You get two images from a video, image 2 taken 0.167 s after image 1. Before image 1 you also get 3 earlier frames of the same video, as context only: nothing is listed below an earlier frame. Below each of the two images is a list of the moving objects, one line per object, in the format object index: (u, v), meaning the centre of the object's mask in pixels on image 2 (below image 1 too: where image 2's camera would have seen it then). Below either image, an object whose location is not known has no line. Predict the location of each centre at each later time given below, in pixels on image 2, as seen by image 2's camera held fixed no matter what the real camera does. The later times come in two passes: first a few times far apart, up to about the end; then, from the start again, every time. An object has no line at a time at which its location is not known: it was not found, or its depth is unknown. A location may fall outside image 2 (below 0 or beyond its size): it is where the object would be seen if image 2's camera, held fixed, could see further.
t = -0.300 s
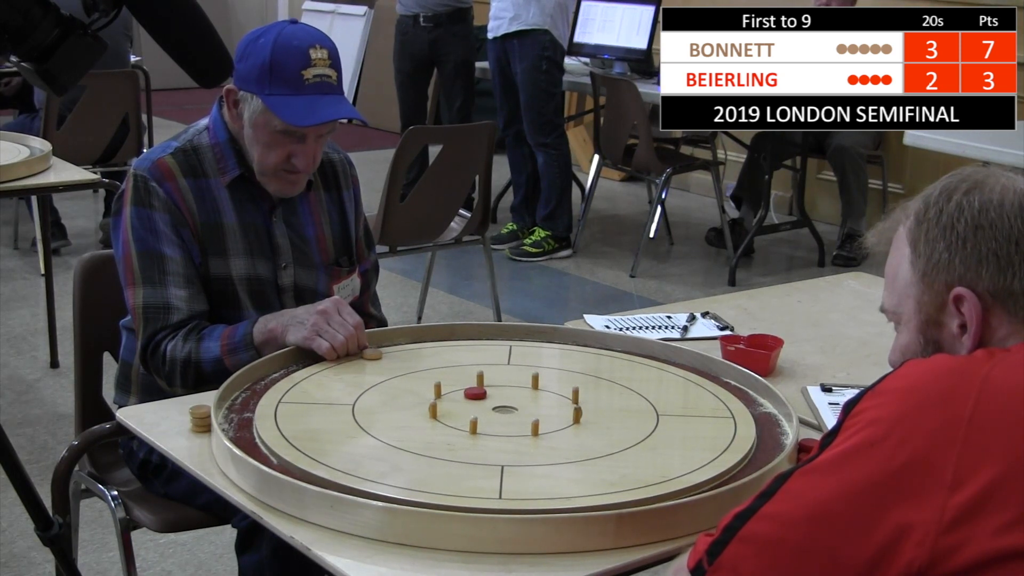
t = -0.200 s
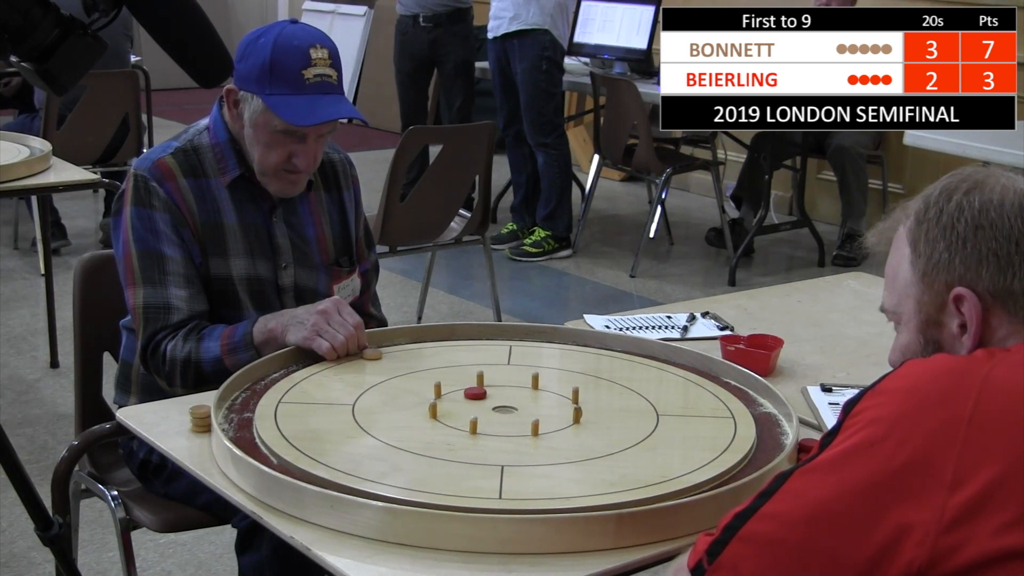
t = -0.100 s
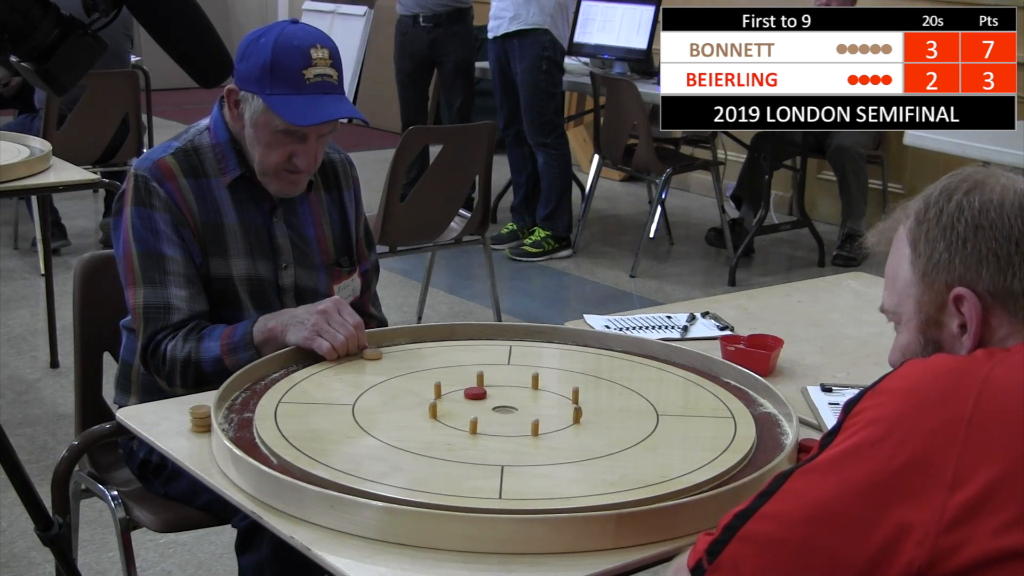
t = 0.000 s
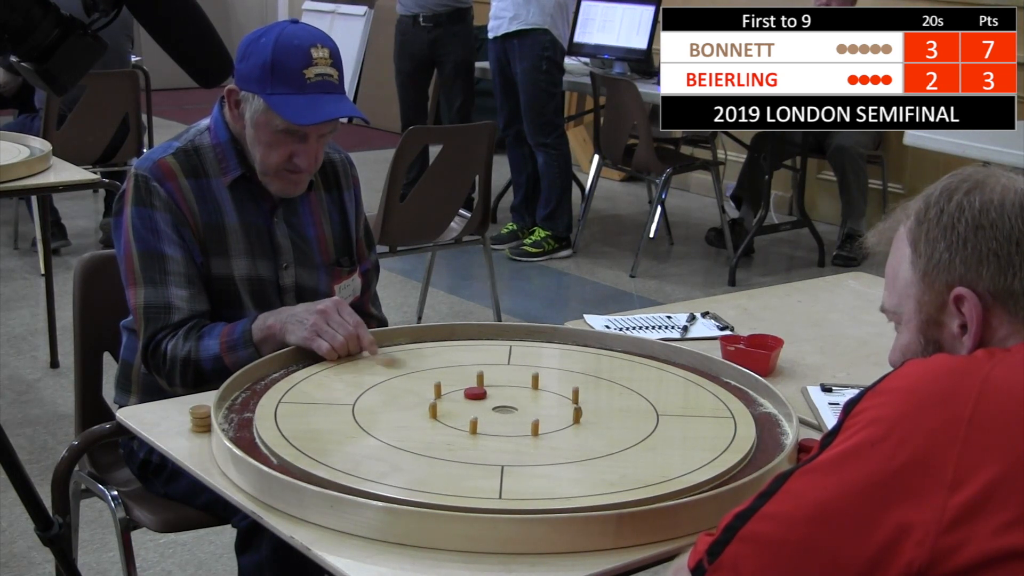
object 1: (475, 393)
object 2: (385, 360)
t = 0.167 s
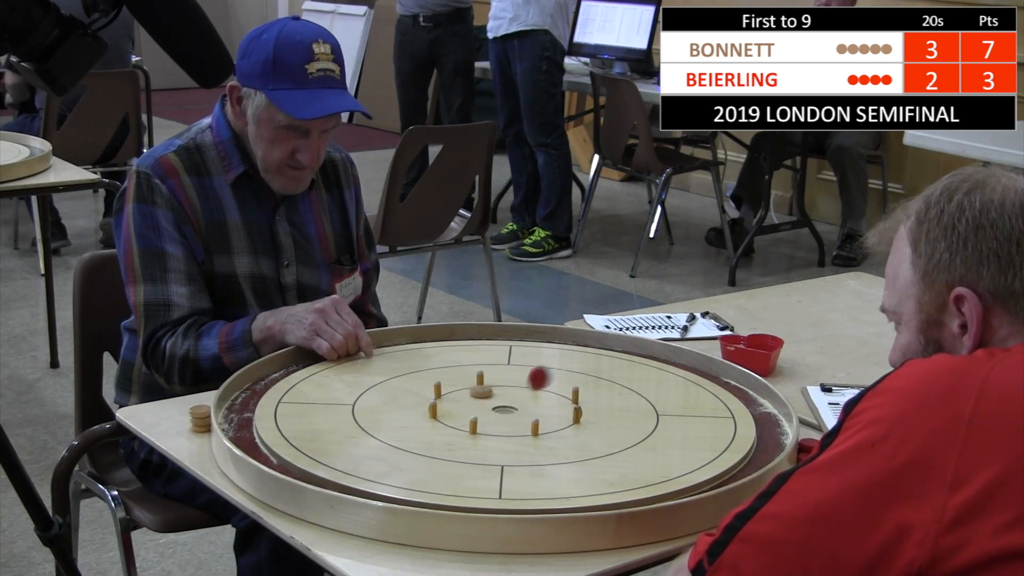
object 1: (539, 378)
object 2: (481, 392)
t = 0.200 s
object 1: (555, 372)
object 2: (486, 392)
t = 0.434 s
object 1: (673, 446)
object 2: (503, 397)
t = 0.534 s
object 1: (726, 489)
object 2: (504, 397)
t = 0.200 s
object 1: (555, 372)
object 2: (486, 392)
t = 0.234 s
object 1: (570, 374)
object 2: (491, 394)
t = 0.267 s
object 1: (587, 385)
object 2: (495, 395)
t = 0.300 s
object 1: (604, 404)
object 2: (499, 396)
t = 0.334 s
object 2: (502, 397)
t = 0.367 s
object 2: (503, 397)
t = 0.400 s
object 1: (655, 450)
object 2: (504, 397)
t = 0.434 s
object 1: (673, 446)
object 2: (503, 397)
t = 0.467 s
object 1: (690, 451)
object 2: (504, 397)
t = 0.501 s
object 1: (707, 464)
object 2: (503, 397)
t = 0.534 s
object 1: (726, 489)
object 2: (504, 397)
